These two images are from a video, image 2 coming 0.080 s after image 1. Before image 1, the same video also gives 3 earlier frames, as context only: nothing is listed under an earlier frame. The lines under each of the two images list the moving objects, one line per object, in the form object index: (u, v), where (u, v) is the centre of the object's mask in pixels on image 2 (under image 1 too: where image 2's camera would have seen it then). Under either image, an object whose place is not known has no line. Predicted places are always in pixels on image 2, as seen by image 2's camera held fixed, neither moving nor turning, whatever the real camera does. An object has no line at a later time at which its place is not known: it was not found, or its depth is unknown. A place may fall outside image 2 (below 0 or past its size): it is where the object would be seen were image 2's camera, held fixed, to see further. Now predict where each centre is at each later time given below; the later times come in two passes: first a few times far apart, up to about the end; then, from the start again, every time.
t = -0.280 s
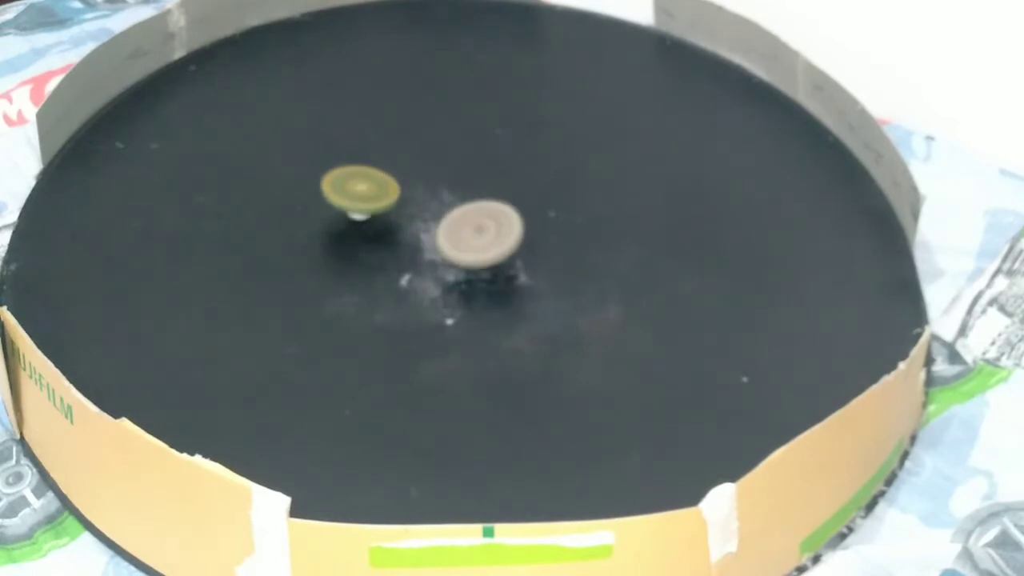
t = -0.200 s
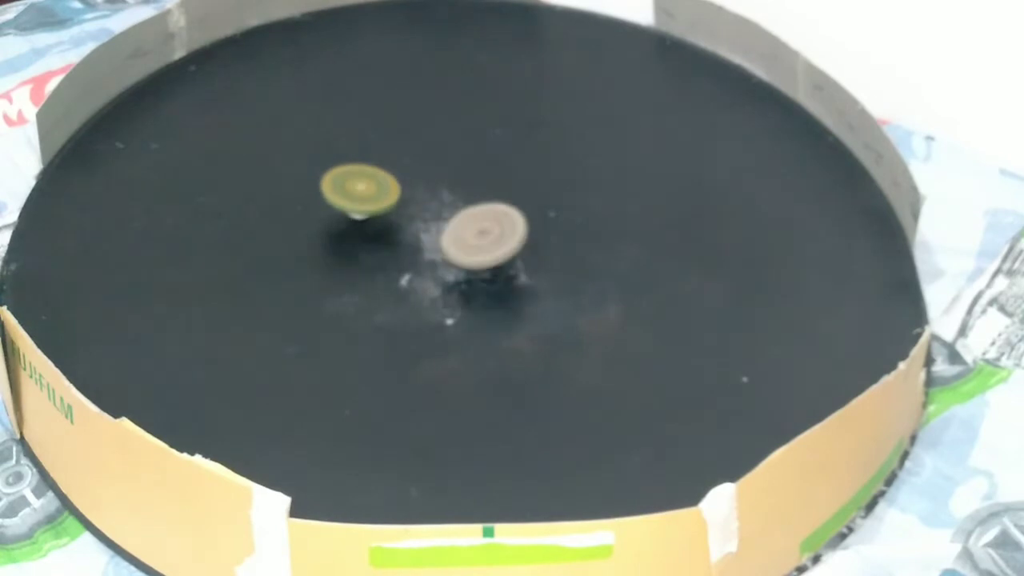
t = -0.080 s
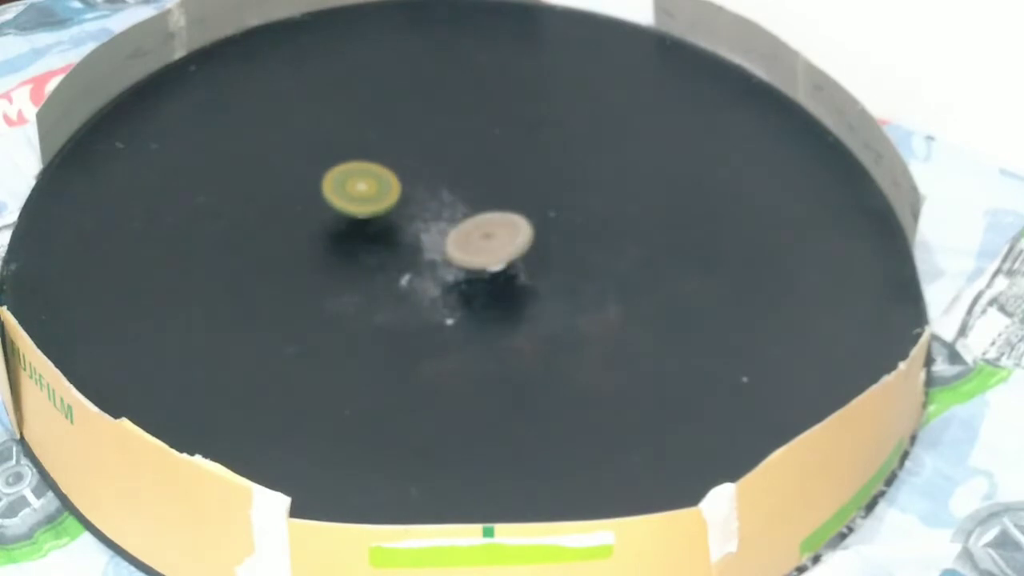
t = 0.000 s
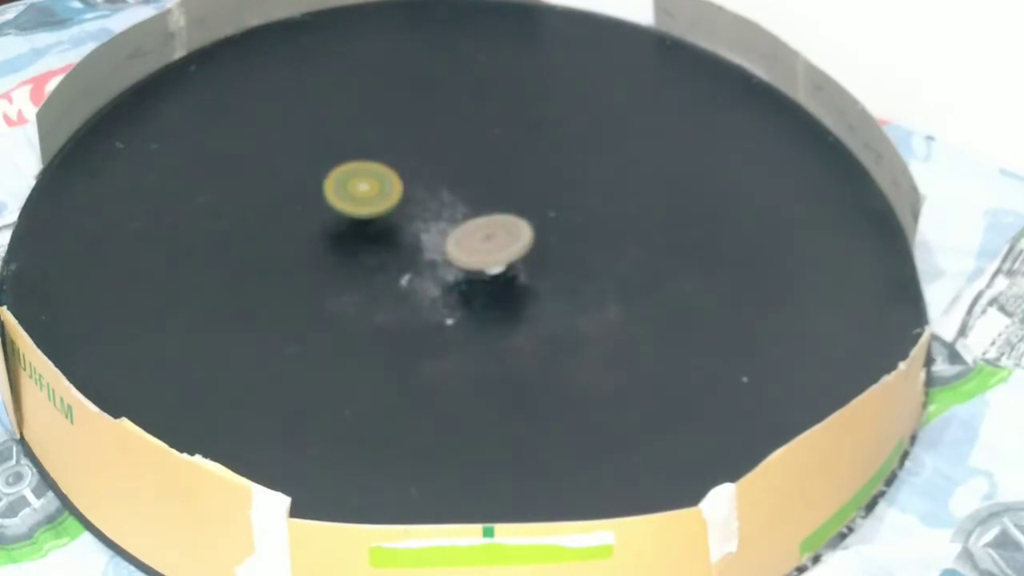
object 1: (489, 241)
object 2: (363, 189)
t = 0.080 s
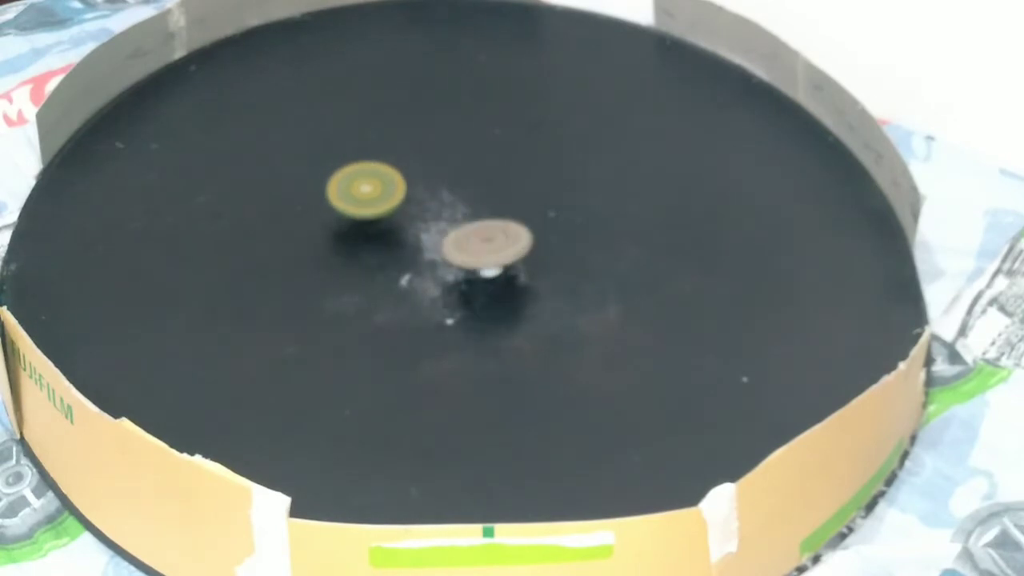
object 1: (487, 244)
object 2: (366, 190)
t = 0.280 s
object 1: (477, 246)
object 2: (373, 195)
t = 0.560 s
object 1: (462, 238)
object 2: (378, 207)
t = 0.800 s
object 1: (465, 225)
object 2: (375, 216)
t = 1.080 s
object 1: (483, 216)
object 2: (361, 221)
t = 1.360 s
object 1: (492, 218)
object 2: (361, 218)
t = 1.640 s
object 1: (484, 224)
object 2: (374, 219)
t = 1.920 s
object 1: (472, 221)
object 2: (384, 226)
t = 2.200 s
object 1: (480, 220)
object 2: (377, 228)
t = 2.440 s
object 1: (482, 220)
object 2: (380, 228)
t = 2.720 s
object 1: (476, 219)
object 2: (392, 232)
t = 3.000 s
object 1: (502, 220)
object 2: (372, 231)
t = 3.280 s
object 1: (502, 220)
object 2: (375, 229)
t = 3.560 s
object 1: (491, 212)
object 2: (382, 237)
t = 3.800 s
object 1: (485, 200)
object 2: (385, 244)
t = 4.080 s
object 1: (484, 195)
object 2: (386, 245)
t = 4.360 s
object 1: (480, 193)
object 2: (390, 246)
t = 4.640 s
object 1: (456, 188)
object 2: (397, 251)
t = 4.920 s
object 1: (443, 179)
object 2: (400, 254)
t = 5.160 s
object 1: (440, 180)
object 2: (404, 254)
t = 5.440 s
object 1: (440, 188)
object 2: (411, 255)
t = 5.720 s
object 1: (429, 207)
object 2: (414, 259)
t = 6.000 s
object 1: (427, 209)
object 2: (410, 260)
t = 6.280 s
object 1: (428, 208)
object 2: (420, 259)
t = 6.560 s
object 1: (429, 208)
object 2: (437, 264)
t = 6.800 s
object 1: (429, 207)
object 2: (441, 267)
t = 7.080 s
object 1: (430, 207)
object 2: (444, 263)
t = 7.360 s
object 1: (430, 207)
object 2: (470, 257)
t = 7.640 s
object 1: (430, 207)
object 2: (478, 259)
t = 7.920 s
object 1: (429, 207)
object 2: (483, 255)
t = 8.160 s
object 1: (429, 207)
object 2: (486, 230)
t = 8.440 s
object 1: (442, 199)
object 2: (491, 228)
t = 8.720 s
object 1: (457, 198)
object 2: (482, 236)
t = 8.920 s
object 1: (458, 196)
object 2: (453, 240)
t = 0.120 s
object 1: (486, 244)
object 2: (367, 190)
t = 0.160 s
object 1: (484, 245)
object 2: (369, 191)
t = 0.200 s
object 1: (482, 245)
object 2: (370, 192)
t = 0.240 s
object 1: (481, 245)
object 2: (371, 193)
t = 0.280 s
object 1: (477, 246)
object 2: (373, 195)
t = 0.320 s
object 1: (475, 245)
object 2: (374, 196)
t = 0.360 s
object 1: (472, 244)
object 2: (375, 198)
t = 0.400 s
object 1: (470, 244)
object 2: (376, 199)
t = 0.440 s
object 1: (468, 243)
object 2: (377, 200)
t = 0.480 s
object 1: (465, 240)
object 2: (378, 204)
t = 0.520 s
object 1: (463, 239)
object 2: (378, 205)
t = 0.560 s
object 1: (462, 238)
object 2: (378, 207)
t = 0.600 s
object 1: (461, 236)
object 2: (378, 208)
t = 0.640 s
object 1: (461, 234)
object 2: (378, 210)
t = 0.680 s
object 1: (461, 230)
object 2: (376, 213)
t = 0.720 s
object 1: (462, 228)
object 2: (376, 214)
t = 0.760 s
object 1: (463, 227)
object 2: (375, 215)
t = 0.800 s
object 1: (465, 225)
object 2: (375, 216)
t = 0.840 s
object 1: (466, 223)
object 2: (374, 217)
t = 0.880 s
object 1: (470, 221)
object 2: (371, 218)
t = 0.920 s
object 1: (471, 219)
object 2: (370, 219)
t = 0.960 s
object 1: (474, 219)
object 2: (368, 219)
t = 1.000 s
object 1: (476, 217)
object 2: (365, 220)
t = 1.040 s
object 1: (478, 217)
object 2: (363, 220)
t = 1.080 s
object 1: (483, 216)
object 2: (361, 221)
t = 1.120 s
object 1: (485, 216)
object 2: (360, 220)
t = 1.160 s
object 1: (487, 216)
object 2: (359, 220)
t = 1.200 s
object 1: (488, 216)
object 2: (359, 219)
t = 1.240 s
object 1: (491, 216)
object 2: (360, 219)
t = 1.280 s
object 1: (492, 217)
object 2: (360, 219)
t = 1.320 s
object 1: (492, 217)
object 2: (361, 219)
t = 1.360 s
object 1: (492, 218)
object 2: (361, 218)
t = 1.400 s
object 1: (492, 218)
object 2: (362, 218)
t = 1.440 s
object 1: (492, 220)
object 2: (365, 218)
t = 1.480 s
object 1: (491, 221)
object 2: (366, 218)
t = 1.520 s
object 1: (491, 222)
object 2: (367, 218)
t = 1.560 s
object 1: (490, 222)
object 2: (369, 219)
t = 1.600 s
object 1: (488, 223)
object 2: (371, 219)
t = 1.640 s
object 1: (484, 224)
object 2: (374, 219)
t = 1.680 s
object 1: (483, 224)
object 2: (375, 220)
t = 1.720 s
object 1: (480, 224)
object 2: (377, 221)
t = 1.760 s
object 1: (478, 224)
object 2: (379, 222)
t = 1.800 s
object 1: (476, 224)
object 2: (381, 223)
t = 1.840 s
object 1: (472, 223)
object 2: (383, 225)
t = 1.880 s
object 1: (471, 221)
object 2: (384, 226)
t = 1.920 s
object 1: (472, 221)
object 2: (384, 226)
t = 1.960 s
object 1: (475, 222)
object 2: (380, 225)
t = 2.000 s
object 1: (476, 223)
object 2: (379, 226)
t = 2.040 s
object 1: (478, 220)
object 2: (380, 227)
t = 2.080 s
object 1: (480, 221)
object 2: (379, 228)
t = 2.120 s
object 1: (479, 220)
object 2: (379, 228)
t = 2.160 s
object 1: (480, 220)
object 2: (378, 228)
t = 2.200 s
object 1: (480, 220)
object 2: (377, 228)
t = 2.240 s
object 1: (481, 220)
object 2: (378, 228)
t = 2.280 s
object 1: (482, 220)
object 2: (377, 228)
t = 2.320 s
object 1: (481, 220)
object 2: (377, 228)
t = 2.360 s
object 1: (481, 220)
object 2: (378, 228)
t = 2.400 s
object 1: (482, 220)
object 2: (378, 228)
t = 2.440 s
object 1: (482, 220)
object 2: (380, 228)
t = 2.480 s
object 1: (481, 221)
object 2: (381, 228)
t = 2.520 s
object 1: (481, 221)
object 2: (382, 228)
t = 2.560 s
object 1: (480, 221)
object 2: (384, 230)
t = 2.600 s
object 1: (479, 221)
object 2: (386, 230)
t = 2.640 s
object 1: (478, 220)
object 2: (389, 232)
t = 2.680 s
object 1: (477, 220)
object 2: (391, 232)
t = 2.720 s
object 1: (476, 219)
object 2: (392, 232)
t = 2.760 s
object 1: (484, 219)
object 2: (384, 232)
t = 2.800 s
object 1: (492, 219)
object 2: (377, 230)
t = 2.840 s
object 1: (499, 221)
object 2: (376, 231)
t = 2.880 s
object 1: (500, 221)
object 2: (374, 232)
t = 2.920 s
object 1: (500, 222)
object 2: (373, 232)
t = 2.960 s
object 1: (500, 221)
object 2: (373, 231)
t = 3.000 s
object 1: (502, 220)
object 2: (372, 231)
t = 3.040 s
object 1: (503, 220)
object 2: (371, 230)
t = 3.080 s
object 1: (503, 220)
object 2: (372, 230)
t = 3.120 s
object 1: (503, 220)
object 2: (371, 230)
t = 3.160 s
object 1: (504, 221)
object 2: (371, 230)
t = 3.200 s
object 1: (505, 222)
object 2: (373, 229)
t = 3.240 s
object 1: (503, 220)
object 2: (375, 229)
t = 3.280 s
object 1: (502, 220)
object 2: (375, 229)
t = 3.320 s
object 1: (502, 219)
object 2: (377, 231)
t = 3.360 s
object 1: (501, 219)
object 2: (377, 230)
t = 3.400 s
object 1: (498, 219)
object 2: (378, 232)
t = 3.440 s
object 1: (495, 216)
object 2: (380, 234)
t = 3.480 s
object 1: (493, 215)
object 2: (382, 235)
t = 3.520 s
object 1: (493, 214)
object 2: (381, 236)
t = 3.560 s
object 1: (491, 212)
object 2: (382, 237)
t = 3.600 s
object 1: (490, 210)
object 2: (383, 238)
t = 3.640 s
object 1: (487, 207)
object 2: (384, 240)
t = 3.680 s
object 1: (488, 205)
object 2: (384, 241)
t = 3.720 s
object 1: (487, 204)
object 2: (385, 242)
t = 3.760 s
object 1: (485, 201)
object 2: (384, 243)
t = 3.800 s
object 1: (485, 200)
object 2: (385, 244)
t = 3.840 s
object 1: (486, 197)
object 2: (385, 244)
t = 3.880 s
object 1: (486, 196)
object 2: (385, 245)
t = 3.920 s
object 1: (487, 196)
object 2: (384, 245)
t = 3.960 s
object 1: (487, 196)
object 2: (385, 245)
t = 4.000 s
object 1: (486, 195)
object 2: (385, 245)
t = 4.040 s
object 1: (485, 195)
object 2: (385, 245)
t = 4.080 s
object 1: (484, 195)
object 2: (386, 245)
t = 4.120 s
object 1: (483, 195)
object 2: (386, 245)
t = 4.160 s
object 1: (483, 194)
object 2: (385, 245)
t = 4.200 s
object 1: (482, 193)
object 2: (387, 244)
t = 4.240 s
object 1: (483, 192)
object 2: (389, 245)
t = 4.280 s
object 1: (482, 193)
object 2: (388, 245)
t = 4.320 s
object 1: (481, 193)
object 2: (389, 246)
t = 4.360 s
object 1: (480, 193)
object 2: (390, 246)
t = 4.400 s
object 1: (476, 193)
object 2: (392, 247)
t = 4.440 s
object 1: (474, 192)
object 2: (392, 247)
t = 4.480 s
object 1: (471, 192)
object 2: (394, 248)
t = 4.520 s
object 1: (468, 192)
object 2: (394, 248)
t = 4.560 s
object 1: (465, 190)
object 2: (395, 249)
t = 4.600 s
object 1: (459, 189)
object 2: (396, 250)
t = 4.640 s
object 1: (456, 188)
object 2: (397, 251)
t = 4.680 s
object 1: (454, 186)
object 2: (397, 252)
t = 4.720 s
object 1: (452, 185)
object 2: (398, 252)
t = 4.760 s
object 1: (449, 184)
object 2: (398, 253)
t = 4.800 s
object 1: (445, 182)
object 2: (398, 253)
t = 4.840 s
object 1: (445, 180)
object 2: (399, 254)
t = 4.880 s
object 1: (444, 179)
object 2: (399, 254)
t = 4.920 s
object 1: (443, 179)
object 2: (400, 254)
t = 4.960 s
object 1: (441, 179)
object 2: (400, 254)
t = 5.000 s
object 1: (442, 178)
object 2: (401, 253)
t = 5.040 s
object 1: (443, 179)
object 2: (401, 253)
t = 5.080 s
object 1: (443, 179)
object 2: (402, 253)
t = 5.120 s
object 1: (442, 180)
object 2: (402, 253)
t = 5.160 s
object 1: (440, 180)
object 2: (404, 254)
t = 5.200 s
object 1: (439, 179)
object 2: (405, 254)
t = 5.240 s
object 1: (439, 179)
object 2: (405, 253)
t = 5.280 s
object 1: (438, 179)
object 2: (406, 254)
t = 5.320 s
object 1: (438, 180)
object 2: (408, 253)
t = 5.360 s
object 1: (439, 181)
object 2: (408, 254)
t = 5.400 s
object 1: (439, 185)
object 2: (409, 255)
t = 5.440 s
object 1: (440, 188)
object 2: (411, 255)
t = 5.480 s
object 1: (441, 190)
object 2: (411, 255)
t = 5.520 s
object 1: (440, 192)
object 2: (413, 256)
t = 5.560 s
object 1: (441, 196)
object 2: (412, 256)
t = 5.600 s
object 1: (438, 200)
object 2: (414, 257)
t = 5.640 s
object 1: (436, 203)
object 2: (415, 258)
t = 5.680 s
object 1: (433, 207)
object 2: (415, 258)
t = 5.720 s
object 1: (429, 207)
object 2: (414, 259)
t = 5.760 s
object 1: (428, 208)
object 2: (411, 262)
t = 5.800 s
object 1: (430, 207)
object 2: (409, 264)
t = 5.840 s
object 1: (429, 208)
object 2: (409, 263)
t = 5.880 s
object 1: (428, 208)
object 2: (409, 263)
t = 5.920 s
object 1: (428, 209)
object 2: (409, 262)
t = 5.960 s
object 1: (427, 209)
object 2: (408, 262)
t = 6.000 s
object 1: (427, 209)
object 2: (410, 260)
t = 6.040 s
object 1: (427, 209)
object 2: (411, 261)
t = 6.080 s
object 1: (428, 209)
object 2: (411, 259)
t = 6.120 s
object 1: (428, 209)
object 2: (413, 260)
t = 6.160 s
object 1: (429, 208)
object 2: (414, 259)
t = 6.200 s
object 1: (429, 208)
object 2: (416, 259)
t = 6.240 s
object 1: (429, 208)
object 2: (419, 259)
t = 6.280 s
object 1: (428, 208)
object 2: (420, 259)
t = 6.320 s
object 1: (428, 208)
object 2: (423, 259)
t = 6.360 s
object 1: (429, 208)
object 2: (425, 259)
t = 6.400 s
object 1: (430, 207)
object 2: (430, 260)
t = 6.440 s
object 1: (431, 207)
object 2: (433, 260)
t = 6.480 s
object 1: (431, 207)
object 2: (434, 262)
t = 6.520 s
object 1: (430, 207)
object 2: (436, 261)
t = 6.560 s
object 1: (429, 208)
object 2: (437, 264)
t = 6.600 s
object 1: (429, 208)
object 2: (439, 265)
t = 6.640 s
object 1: (429, 208)
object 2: (439, 265)
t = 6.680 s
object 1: (429, 208)
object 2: (441, 266)
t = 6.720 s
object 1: (430, 207)
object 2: (440, 267)
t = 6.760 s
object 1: (430, 207)
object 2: (440, 268)
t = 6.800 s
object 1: (429, 207)
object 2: (441, 267)
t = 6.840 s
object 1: (429, 208)
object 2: (441, 267)
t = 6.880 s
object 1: (429, 207)
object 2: (441, 266)
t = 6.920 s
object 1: (430, 207)
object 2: (440, 266)
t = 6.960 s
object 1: (430, 207)
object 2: (443, 265)
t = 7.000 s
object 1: (430, 207)
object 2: (443, 264)
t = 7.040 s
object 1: (430, 207)
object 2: (445, 264)
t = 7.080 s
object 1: (430, 207)
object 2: (444, 263)
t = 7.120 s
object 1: (430, 207)
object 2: (447, 263)
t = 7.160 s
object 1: (430, 207)
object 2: (452, 260)
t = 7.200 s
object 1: (430, 207)
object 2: (455, 260)
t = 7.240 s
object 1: (430, 207)
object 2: (457, 258)
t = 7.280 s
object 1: (430, 207)
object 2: (461, 257)
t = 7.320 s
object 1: (430, 207)
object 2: (464, 256)
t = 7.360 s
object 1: (430, 207)
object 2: (470, 257)
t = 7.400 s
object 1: (430, 207)
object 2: (473, 256)
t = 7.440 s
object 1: (430, 207)
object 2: (475, 258)
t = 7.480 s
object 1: (430, 207)
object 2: (476, 257)
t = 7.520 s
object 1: (430, 207)
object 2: (478, 258)
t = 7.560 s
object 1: (430, 207)
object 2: (478, 258)
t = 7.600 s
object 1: (430, 207)
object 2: (478, 259)
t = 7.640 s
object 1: (430, 207)
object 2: (478, 259)
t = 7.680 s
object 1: (429, 207)
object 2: (480, 259)
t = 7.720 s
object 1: (429, 207)
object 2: (480, 260)
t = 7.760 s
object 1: (429, 207)
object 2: (484, 259)
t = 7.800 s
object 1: (429, 207)
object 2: (483, 259)
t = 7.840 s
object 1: (429, 207)
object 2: (484, 258)
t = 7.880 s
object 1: (430, 207)
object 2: (484, 257)
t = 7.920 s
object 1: (429, 207)
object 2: (483, 255)
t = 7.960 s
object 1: (430, 207)
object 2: (483, 251)
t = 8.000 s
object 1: (430, 207)
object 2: (483, 248)
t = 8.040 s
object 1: (429, 207)
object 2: (483, 246)
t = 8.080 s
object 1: (430, 207)
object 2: (483, 241)
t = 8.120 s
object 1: (430, 207)
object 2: (484, 237)
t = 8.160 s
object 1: (429, 207)
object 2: (486, 230)
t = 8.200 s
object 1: (430, 207)
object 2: (488, 228)
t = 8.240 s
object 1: (432, 206)
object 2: (490, 229)
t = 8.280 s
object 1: (433, 205)
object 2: (490, 227)
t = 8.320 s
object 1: (435, 204)
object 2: (492, 226)
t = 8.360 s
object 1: (438, 202)
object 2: (493, 228)
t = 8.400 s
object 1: (440, 200)
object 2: (492, 228)
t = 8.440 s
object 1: (442, 199)
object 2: (491, 228)
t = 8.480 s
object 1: (445, 198)
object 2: (491, 229)
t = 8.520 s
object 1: (448, 197)
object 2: (490, 230)
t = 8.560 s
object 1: (453, 197)
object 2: (489, 233)
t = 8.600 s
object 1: (455, 197)
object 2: (489, 234)
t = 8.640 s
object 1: (456, 198)
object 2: (489, 235)
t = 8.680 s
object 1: (456, 198)
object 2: (486, 236)
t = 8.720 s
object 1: (457, 198)
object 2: (482, 236)
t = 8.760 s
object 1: (457, 197)
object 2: (473, 236)
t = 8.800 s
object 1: (457, 196)
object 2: (468, 237)
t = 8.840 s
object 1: (458, 197)
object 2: (465, 239)
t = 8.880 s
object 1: (458, 196)
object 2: (459, 240)
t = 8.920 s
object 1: (458, 196)
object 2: (453, 240)
